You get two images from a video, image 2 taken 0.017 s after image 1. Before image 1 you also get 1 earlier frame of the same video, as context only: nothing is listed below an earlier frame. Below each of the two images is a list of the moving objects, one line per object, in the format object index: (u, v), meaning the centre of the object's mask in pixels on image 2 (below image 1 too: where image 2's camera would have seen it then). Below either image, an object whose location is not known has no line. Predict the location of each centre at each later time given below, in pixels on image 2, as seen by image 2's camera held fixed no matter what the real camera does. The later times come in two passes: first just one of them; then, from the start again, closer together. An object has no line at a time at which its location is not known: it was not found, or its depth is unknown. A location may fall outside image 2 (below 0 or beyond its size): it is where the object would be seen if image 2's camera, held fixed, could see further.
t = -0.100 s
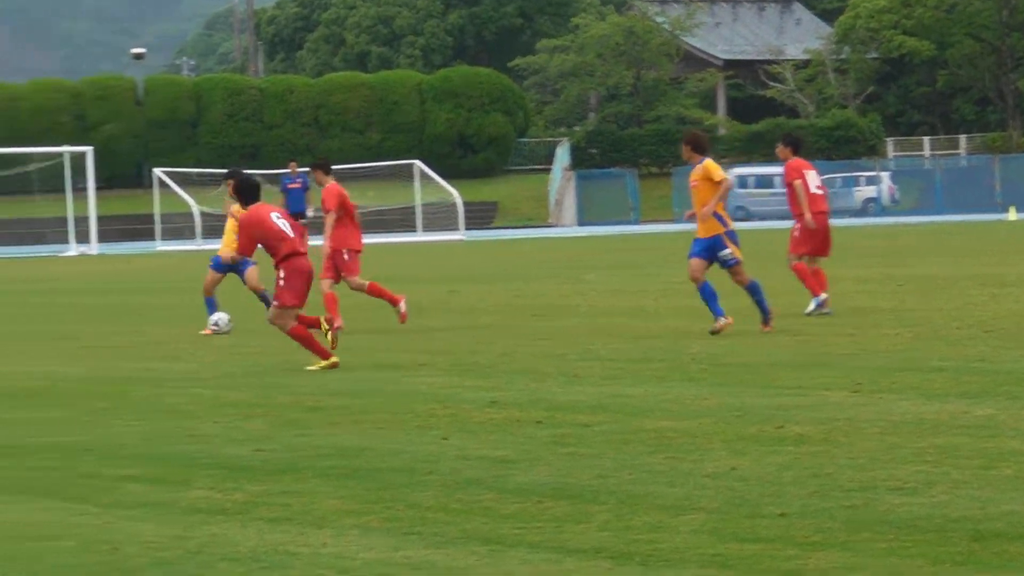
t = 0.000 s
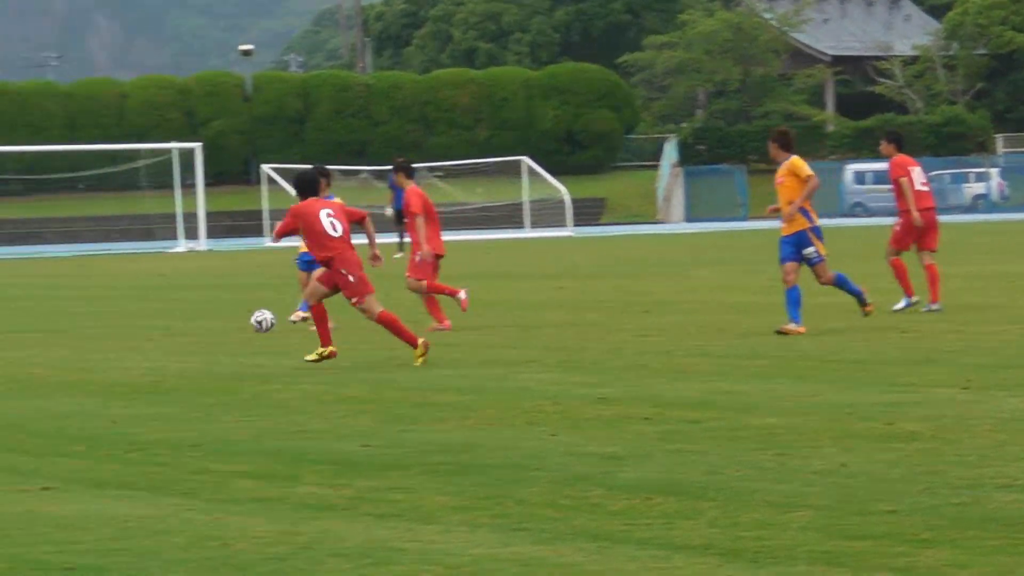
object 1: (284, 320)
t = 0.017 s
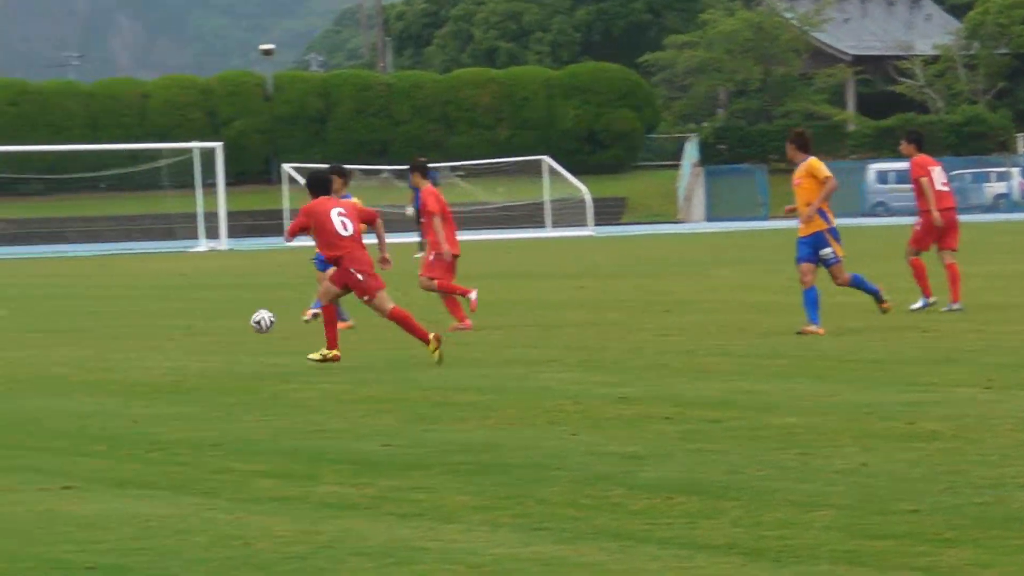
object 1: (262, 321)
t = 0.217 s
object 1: (11, 341)
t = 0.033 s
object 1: (244, 322)
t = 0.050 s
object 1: (224, 323)
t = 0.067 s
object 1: (204, 325)
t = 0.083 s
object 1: (184, 327)
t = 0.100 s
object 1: (162, 328)
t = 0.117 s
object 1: (141, 330)
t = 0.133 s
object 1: (119, 332)
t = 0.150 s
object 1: (97, 334)
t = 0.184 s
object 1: (55, 337)
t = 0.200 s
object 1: (32, 339)
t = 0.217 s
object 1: (11, 341)
